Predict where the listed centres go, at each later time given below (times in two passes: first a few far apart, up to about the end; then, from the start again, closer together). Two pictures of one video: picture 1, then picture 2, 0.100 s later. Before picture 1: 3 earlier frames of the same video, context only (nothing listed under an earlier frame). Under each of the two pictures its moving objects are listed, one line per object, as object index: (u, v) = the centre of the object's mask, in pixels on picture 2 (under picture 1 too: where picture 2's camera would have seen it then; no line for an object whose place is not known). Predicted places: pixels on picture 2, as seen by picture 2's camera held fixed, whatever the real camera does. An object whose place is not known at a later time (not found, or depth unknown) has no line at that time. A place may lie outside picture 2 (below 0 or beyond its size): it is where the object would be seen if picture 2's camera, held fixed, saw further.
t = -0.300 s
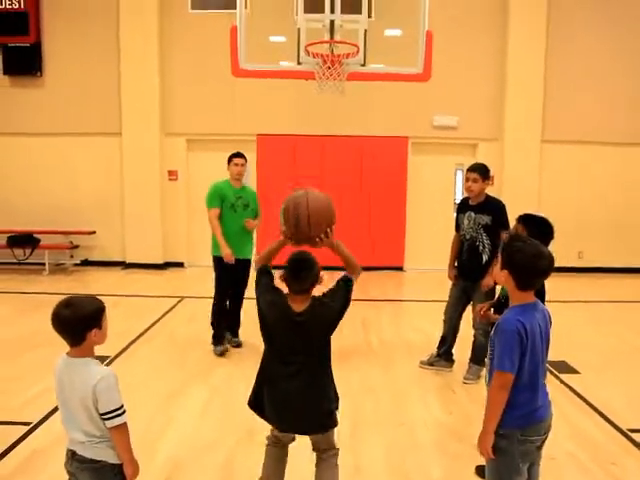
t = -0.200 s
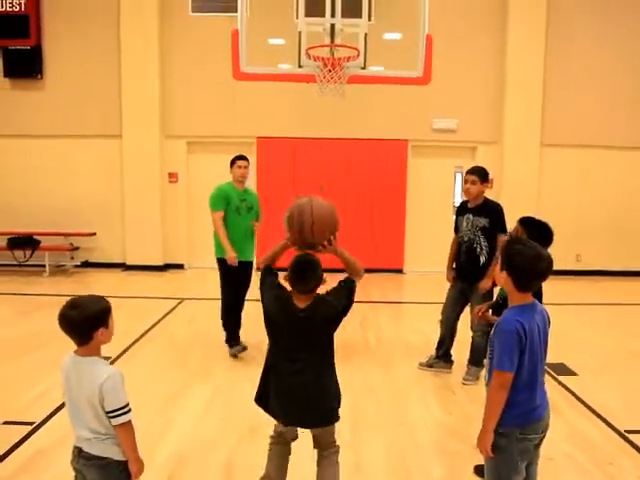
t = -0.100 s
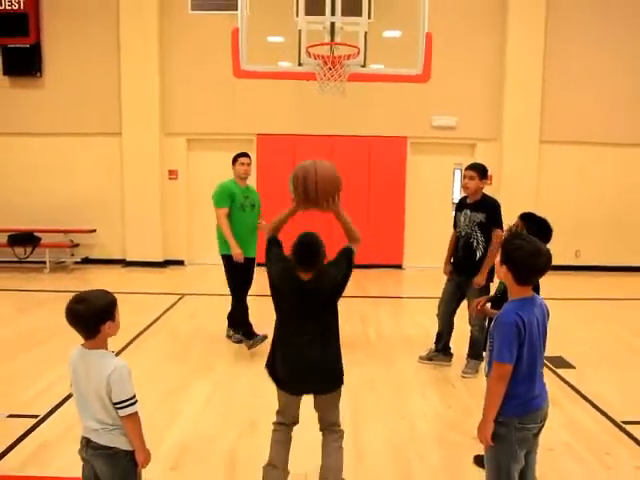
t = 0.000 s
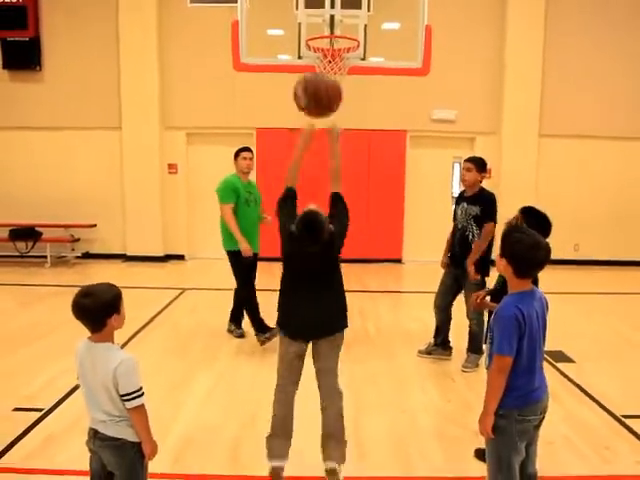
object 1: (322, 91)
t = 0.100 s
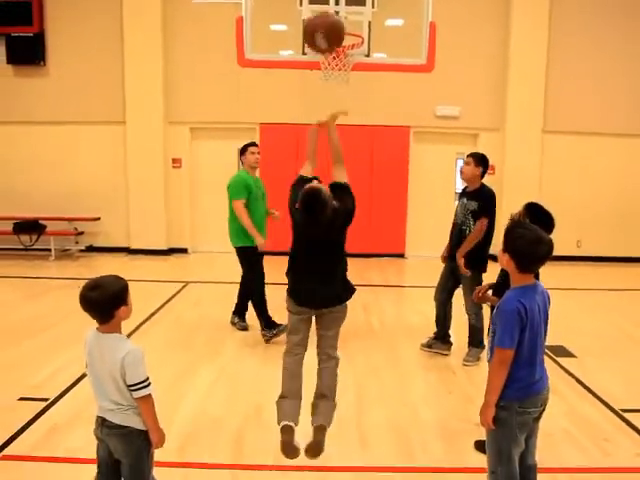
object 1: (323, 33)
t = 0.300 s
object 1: (325, 5)
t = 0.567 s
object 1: (324, 23)
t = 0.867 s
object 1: (385, 26)
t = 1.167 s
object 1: (452, 76)
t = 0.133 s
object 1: (324, 20)
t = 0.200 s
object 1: (324, 11)
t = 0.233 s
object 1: (323, 8)
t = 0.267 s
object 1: (324, 7)
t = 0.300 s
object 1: (325, 5)
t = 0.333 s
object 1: (324, 5)
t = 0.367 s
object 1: (324, 5)
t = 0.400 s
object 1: (324, 4)
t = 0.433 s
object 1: (324, 3)
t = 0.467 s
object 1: (324, 4)
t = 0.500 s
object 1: (324, 9)
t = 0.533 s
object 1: (324, 16)
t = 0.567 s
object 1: (324, 23)
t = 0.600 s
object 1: (323, 28)
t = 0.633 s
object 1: (331, 28)
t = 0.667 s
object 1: (338, 24)
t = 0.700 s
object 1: (346, 22)
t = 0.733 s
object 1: (354, 21)
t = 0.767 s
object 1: (362, 21)
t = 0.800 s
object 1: (369, 21)
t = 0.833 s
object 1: (377, 23)
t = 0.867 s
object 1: (385, 26)
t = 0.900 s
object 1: (392, 30)
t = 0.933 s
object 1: (400, 36)
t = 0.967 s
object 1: (407, 43)
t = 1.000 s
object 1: (415, 51)
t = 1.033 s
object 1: (422, 59)
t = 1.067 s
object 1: (430, 63)
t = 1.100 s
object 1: (437, 66)
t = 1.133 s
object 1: (445, 70)
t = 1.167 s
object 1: (452, 76)
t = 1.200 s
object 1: (459, 84)
